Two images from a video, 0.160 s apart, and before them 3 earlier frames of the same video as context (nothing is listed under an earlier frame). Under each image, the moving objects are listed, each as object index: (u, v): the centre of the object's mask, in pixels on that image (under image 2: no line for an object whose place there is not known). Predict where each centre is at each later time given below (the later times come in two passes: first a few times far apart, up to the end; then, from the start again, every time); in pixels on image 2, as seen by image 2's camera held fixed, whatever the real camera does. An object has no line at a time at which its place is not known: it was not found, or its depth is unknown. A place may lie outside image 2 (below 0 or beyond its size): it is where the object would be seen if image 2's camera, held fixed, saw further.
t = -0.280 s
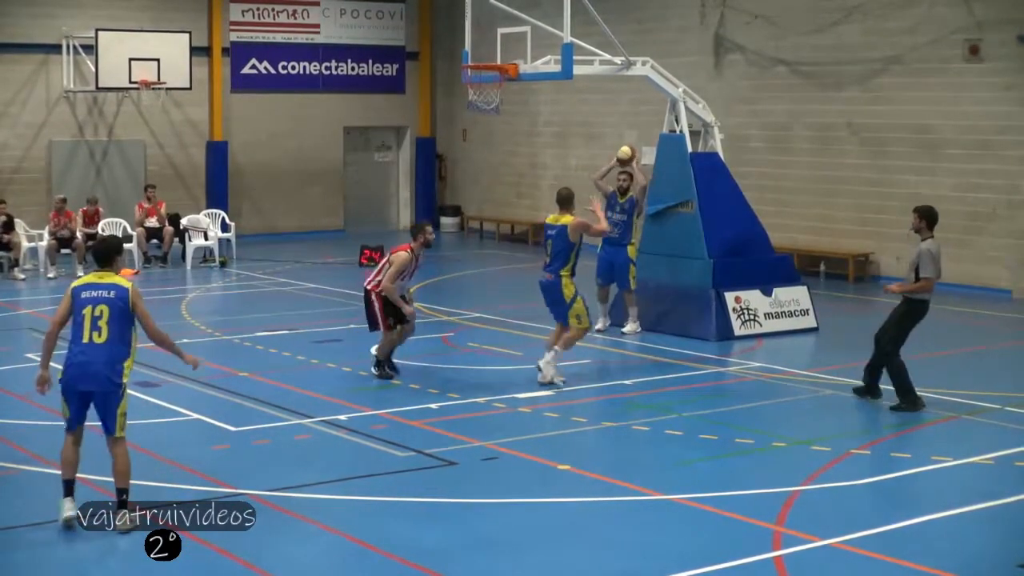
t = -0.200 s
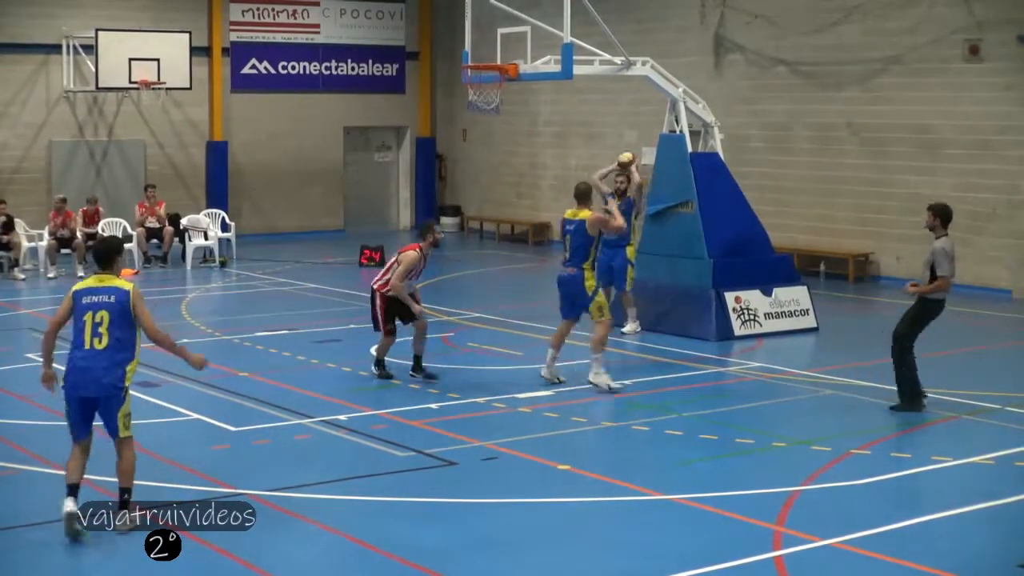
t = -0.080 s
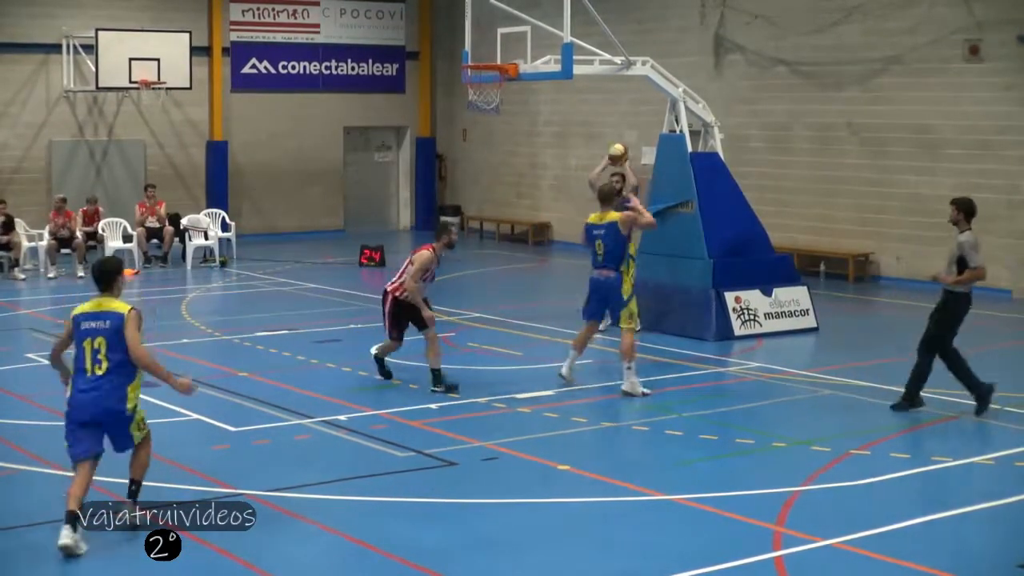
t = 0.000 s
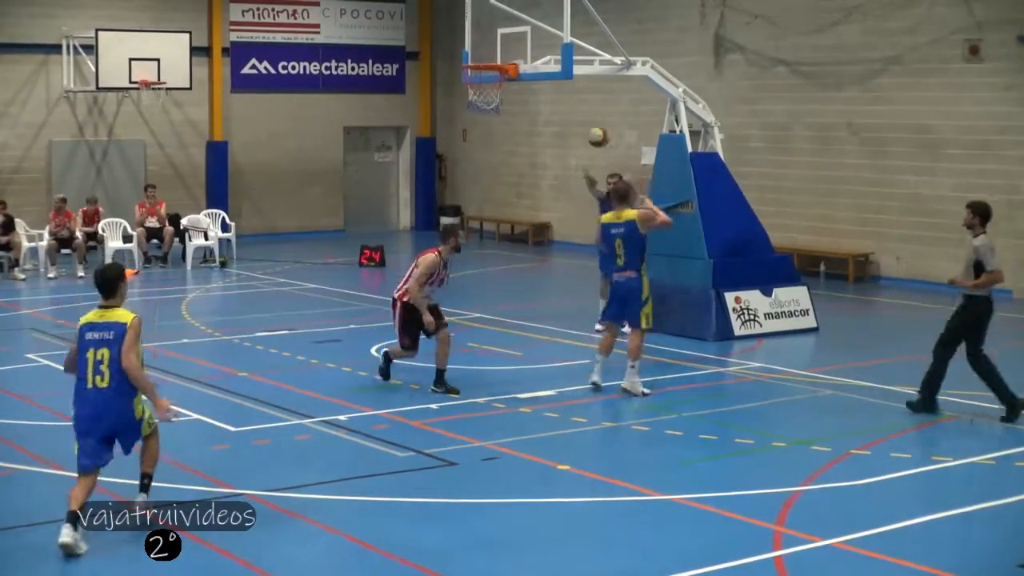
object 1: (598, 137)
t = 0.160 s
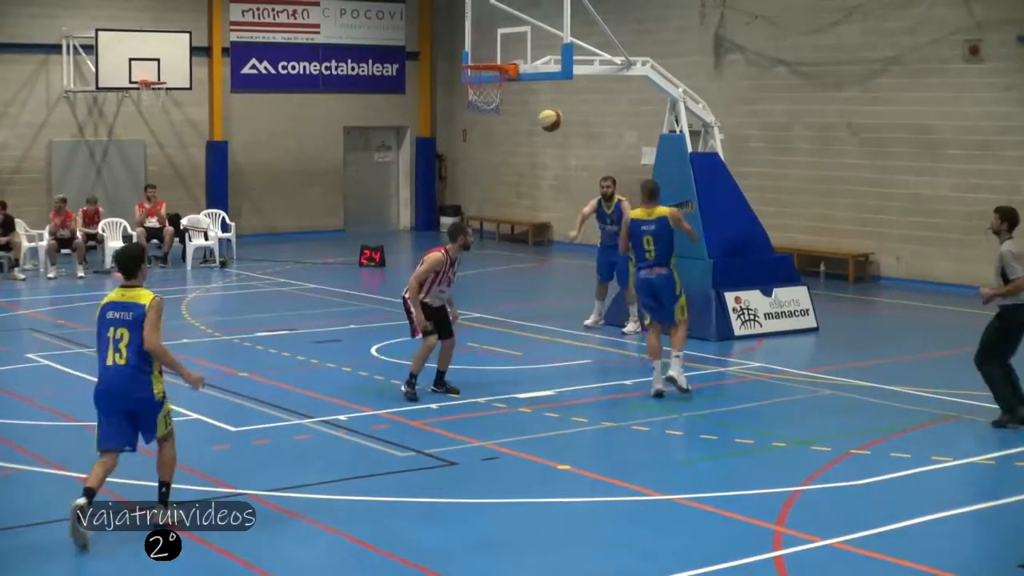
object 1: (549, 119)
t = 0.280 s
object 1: (508, 124)
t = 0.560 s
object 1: (380, 214)
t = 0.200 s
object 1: (537, 119)
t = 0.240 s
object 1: (522, 120)
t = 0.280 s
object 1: (508, 124)
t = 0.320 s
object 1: (492, 128)
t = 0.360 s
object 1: (476, 137)
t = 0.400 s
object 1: (459, 145)
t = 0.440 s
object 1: (440, 159)
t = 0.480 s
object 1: (421, 175)
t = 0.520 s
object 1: (399, 193)
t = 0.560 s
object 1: (380, 214)
